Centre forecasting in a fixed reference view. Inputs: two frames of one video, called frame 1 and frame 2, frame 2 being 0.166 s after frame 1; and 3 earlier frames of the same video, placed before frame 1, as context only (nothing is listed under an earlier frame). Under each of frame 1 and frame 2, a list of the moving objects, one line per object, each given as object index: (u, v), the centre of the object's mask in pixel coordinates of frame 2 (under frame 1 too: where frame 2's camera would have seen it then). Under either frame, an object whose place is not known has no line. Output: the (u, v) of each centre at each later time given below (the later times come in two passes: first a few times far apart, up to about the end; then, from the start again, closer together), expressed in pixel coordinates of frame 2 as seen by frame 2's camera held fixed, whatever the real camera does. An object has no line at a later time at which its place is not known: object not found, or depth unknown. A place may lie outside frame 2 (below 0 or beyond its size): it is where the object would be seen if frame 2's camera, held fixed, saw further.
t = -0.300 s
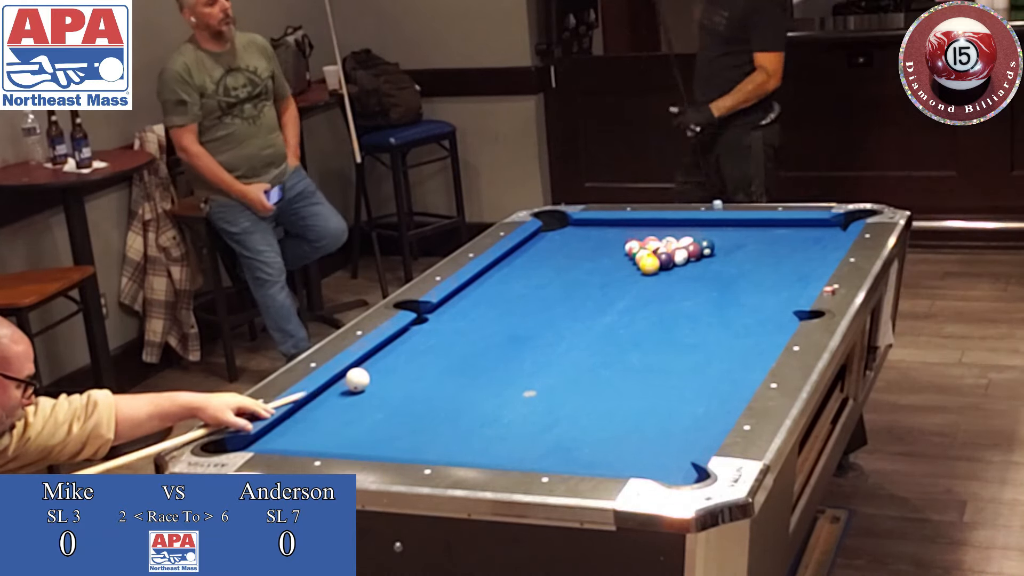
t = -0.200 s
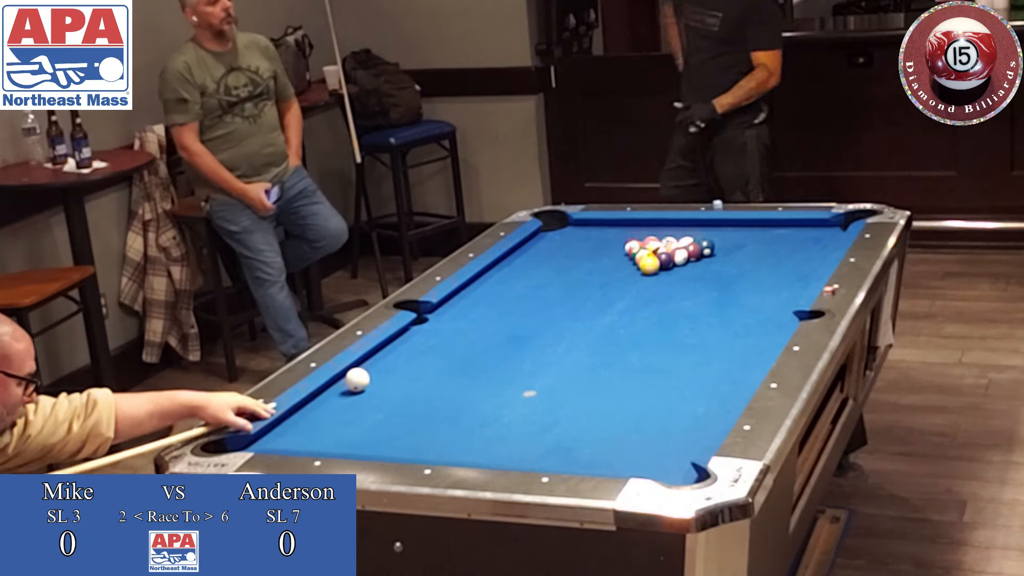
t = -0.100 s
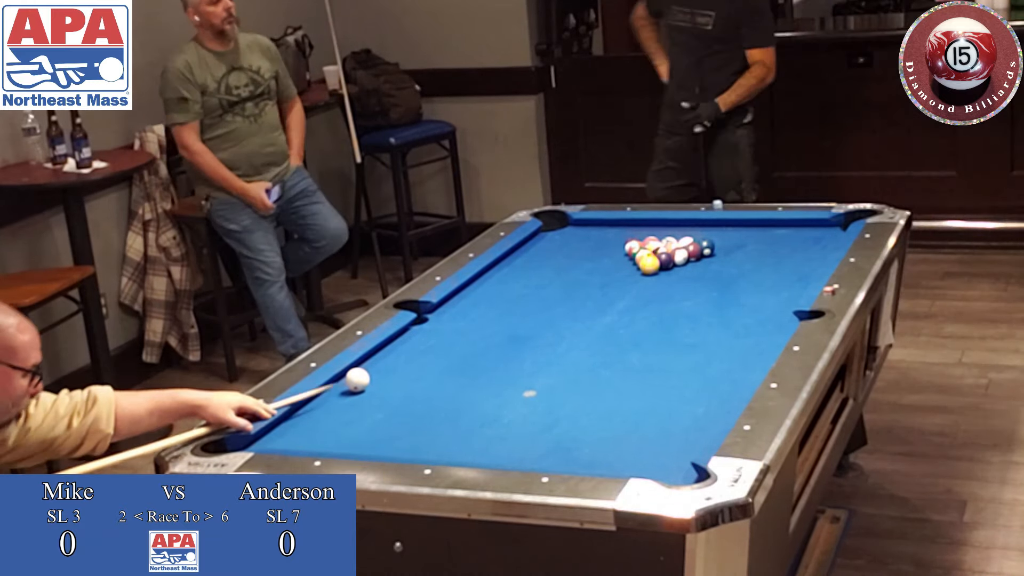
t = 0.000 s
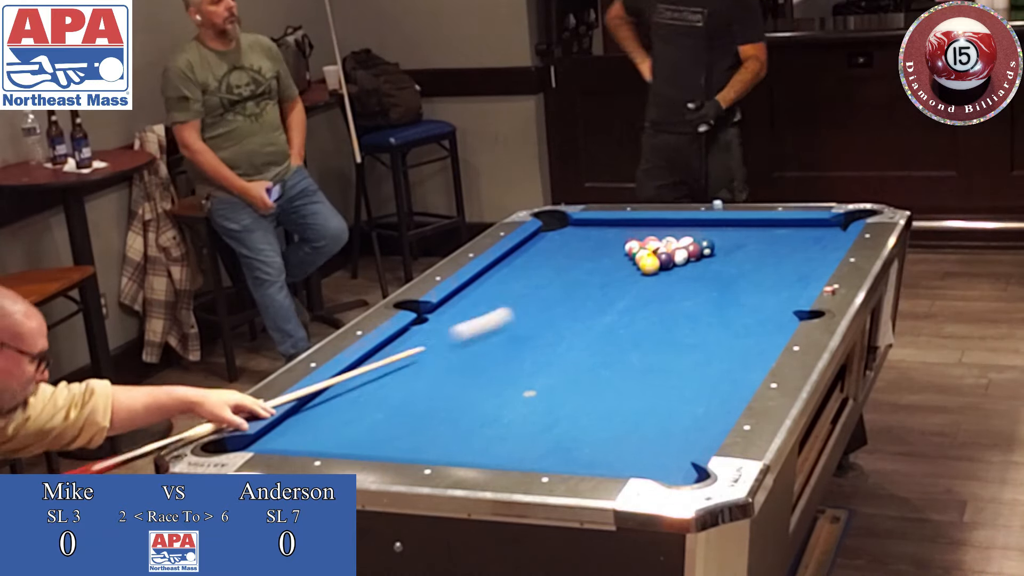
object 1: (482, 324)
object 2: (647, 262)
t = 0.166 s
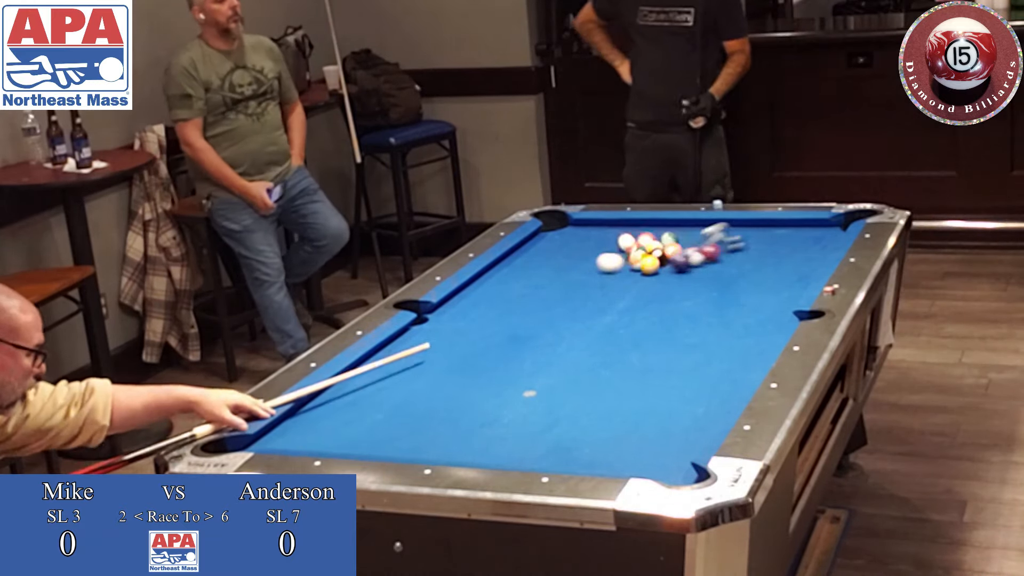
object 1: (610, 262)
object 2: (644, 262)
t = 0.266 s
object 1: (578, 260)
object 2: (636, 263)
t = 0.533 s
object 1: (541, 241)
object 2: (647, 266)
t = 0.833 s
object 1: (547, 230)
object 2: (644, 269)
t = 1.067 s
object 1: (552, 227)
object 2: (642, 271)
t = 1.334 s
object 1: (563, 225)
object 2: (641, 272)
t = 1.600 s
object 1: (570, 223)
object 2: (640, 273)
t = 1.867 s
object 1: (575, 222)
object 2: (640, 273)
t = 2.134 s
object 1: (576, 223)
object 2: (641, 273)
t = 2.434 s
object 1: (575, 223)
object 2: (640, 273)
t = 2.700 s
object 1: (575, 223)
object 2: (640, 273)
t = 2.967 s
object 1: (575, 223)
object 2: (640, 273)
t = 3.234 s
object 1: (575, 223)
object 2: (640, 273)
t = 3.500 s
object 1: (575, 223)
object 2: (640, 273)
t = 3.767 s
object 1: (575, 223)
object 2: (640, 273)
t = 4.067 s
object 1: (575, 223)
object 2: (640, 273)
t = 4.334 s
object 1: (575, 223)
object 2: (640, 273)
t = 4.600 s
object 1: (575, 223)
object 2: (640, 273)
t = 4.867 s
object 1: (575, 223)
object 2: (640, 273)
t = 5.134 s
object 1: (575, 223)
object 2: (640, 273)
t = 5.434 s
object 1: (575, 223)
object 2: (640, 273)
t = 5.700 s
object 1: (575, 223)
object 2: (640, 273)
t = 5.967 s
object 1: (575, 223)
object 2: (640, 273)
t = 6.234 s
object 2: (640, 273)
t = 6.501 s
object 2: (641, 273)
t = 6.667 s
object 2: (640, 273)
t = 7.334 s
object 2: (639, 273)
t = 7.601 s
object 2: (639, 273)
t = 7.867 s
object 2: (639, 273)
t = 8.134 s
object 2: (639, 273)
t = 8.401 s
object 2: (639, 273)
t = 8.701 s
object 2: (639, 273)
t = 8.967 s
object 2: (639, 273)
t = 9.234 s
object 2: (639, 273)
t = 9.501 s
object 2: (639, 273)
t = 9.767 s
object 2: (639, 273)
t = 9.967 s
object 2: (639, 273)
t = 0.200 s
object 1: (598, 262)
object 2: (642, 262)
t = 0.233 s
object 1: (588, 260)
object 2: (640, 263)
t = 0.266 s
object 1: (578, 260)
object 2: (636, 263)
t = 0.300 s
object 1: (570, 258)
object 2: (649, 264)
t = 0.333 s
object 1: (563, 256)
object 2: (649, 264)
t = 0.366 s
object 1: (557, 254)
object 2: (649, 264)
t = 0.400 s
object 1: (553, 252)
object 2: (649, 264)
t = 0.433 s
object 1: (549, 249)
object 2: (648, 265)
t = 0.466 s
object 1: (546, 247)
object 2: (648, 265)
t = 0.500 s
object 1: (544, 244)
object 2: (647, 266)
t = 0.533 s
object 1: (541, 241)
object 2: (647, 266)
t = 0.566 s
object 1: (539, 239)
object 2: (646, 266)
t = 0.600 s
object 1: (537, 236)
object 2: (646, 266)
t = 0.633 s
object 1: (541, 234)
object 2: (646, 267)
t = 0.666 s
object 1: (546, 232)
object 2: (645, 267)
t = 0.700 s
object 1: (551, 231)
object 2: (645, 267)
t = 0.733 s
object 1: (554, 229)
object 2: (645, 268)
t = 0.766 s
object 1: (551, 229)
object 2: (644, 268)
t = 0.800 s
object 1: (549, 230)
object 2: (644, 269)
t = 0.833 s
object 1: (547, 230)
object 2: (644, 269)
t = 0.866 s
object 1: (545, 230)
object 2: (643, 270)
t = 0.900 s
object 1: (546, 229)
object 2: (643, 270)
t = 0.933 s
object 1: (547, 229)
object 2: (643, 270)
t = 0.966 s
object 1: (548, 229)
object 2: (643, 270)
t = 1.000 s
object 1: (550, 228)
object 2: (642, 271)
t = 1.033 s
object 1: (551, 228)
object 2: (642, 271)
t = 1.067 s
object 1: (552, 227)
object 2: (642, 271)
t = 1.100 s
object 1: (554, 227)
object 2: (642, 271)
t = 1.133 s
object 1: (555, 226)
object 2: (642, 272)
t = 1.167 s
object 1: (557, 226)
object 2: (641, 272)
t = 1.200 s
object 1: (558, 226)
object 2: (641, 272)
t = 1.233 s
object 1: (559, 226)
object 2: (641, 272)
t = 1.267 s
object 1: (560, 226)
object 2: (641, 272)
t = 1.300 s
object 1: (561, 225)
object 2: (641, 272)
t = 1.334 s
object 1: (563, 225)
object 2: (641, 272)
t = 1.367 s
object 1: (564, 225)
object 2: (641, 273)
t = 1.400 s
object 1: (565, 225)
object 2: (640, 273)
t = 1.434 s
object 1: (566, 224)
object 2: (640, 273)
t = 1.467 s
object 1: (567, 224)
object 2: (640, 273)
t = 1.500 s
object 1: (568, 224)
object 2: (640, 273)
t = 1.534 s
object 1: (569, 223)
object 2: (640, 273)
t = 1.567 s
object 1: (570, 223)
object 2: (640, 273)
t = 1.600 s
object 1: (570, 223)
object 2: (640, 273)
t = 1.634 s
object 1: (571, 223)
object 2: (640, 273)
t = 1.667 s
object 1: (572, 222)
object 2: (640, 273)
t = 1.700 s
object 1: (573, 222)
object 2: (640, 273)
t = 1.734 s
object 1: (574, 222)
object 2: (639, 273)
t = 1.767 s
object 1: (575, 222)
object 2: (640, 273)
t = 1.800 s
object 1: (575, 222)
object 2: (640, 273)
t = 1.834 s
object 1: (575, 222)
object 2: (640, 273)
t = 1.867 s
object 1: (575, 222)
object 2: (640, 273)
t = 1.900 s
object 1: (576, 222)
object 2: (640, 273)
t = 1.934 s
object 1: (576, 222)
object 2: (640, 273)
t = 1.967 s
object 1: (576, 223)
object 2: (640, 273)
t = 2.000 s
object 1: (576, 223)
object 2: (640, 273)
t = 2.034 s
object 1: (576, 223)
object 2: (640, 273)
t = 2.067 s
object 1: (576, 223)
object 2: (640, 273)
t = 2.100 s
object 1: (576, 223)
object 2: (641, 273)
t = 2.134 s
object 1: (576, 223)
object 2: (641, 273)
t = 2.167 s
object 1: (576, 223)
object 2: (640, 273)
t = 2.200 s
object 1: (576, 223)
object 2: (640, 273)
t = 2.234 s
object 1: (576, 223)
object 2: (640, 273)
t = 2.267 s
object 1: (576, 223)
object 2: (640, 273)
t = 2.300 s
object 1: (576, 223)
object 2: (640, 273)
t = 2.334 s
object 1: (576, 223)
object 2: (640, 273)
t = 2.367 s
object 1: (576, 223)
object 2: (640, 273)
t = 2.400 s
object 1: (576, 223)
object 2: (640, 273)
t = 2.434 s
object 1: (575, 223)
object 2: (640, 273)
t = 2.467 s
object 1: (575, 223)
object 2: (640, 273)
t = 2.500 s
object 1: (575, 223)
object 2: (640, 273)
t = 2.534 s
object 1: (575, 223)
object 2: (640, 273)
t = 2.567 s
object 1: (576, 223)
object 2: (640, 273)
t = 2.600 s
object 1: (575, 223)
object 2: (640, 273)
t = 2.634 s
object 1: (575, 223)
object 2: (640, 273)
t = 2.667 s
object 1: (575, 223)
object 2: (640, 273)
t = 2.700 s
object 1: (575, 223)
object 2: (640, 273)
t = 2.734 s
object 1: (575, 223)
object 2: (640, 273)
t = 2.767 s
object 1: (575, 223)
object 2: (640, 273)
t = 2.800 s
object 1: (576, 223)
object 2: (640, 273)
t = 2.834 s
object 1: (575, 223)
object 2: (640, 273)
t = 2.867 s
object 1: (575, 223)
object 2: (640, 273)
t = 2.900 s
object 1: (575, 223)
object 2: (640, 273)
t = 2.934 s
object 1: (576, 223)
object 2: (640, 273)
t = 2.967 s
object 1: (575, 223)
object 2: (640, 273)
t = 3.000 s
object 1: (575, 223)
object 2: (640, 273)
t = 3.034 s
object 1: (575, 223)
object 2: (640, 273)
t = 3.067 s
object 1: (575, 223)
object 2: (640, 273)
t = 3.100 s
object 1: (575, 223)
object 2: (640, 273)
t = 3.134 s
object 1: (575, 223)
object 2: (640, 273)
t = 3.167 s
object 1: (575, 223)
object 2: (640, 273)
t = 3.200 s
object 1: (575, 223)
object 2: (640, 273)
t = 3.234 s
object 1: (575, 223)
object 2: (640, 273)
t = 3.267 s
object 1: (575, 223)
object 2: (640, 273)
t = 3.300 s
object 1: (575, 223)
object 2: (640, 273)
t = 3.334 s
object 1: (575, 223)
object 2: (640, 273)
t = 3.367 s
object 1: (575, 223)
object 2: (640, 273)
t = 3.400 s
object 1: (575, 223)
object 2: (640, 273)
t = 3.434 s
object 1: (575, 223)
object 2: (640, 273)
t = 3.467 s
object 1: (575, 223)
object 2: (640, 273)
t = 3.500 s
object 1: (575, 223)
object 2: (640, 273)
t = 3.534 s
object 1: (575, 223)
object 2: (640, 273)
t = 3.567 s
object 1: (575, 223)
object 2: (640, 273)
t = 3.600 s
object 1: (575, 223)
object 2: (640, 273)
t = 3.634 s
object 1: (575, 223)
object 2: (640, 273)
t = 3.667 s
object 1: (575, 223)
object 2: (640, 273)
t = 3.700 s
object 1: (575, 223)
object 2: (640, 273)
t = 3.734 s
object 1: (575, 223)
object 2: (640, 273)
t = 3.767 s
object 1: (575, 223)
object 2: (640, 273)
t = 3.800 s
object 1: (575, 223)
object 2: (640, 273)
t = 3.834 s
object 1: (575, 223)
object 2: (640, 273)
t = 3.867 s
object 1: (575, 223)
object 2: (640, 273)
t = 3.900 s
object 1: (575, 223)
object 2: (640, 273)
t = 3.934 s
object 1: (575, 223)
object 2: (640, 273)
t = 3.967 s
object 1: (575, 223)
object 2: (640, 273)
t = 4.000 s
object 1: (575, 223)
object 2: (640, 273)
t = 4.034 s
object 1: (575, 223)
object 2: (640, 273)
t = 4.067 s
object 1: (575, 223)
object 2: (640, 273)
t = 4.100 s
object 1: (575, 223)
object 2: (640, 273)
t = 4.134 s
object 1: (575, 223)
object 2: (640, 273)
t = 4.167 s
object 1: (575, 223)
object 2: (640, 273)
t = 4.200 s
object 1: (575, 223)
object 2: (640, 273)
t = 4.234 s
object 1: (575, 223)
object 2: (640, 273)
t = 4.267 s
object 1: (575, 223)
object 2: (640, 273)
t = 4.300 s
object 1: (575, 223)
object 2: (640, 273)
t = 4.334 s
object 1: (575, 223)
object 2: (640, 273)
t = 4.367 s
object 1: (575, 223)
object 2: (640, 273)
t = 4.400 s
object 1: (575, 223)
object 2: (640, 273)
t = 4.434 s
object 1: (575, 223)
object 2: (640, 273)
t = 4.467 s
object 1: (575, 223)
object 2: (640, 273)
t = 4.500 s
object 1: (575, 223)
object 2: (640, 273)
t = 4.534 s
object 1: (575, 223)
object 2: (640, 273)
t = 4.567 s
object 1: (575, 223)
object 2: (640, 273)
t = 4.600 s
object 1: (575, 223)
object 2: (640, 273)
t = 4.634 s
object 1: (575, 223)
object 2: (640, 273)
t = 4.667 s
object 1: (575, 223)
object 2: (640, 273)
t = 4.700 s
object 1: (575, 223)
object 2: (640, 273)
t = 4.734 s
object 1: (575, 223)
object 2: (640, 273)
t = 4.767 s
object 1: (575, 223)
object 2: (640, 273)
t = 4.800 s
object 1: (575, 223)
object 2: (640, 273)
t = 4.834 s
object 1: (575, 223)
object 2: (640, 273)
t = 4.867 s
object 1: (575, 223)
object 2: (640, 273)
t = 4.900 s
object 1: (575, 223)
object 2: (640, 273)
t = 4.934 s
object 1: (575, 223)
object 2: (640, 273)
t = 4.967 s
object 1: (575, 223)
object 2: (640, 273)
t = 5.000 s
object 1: (575, 223)
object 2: (640, 273)
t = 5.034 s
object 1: (575, 223)
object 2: (640, 273)
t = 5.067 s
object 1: (575, 223)
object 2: (640, 273)
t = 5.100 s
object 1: (575, 223)
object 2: (640, 273)
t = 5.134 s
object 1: (575, 223)
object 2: (640, 273)
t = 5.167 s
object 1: (575, 223)
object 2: (640, 273)
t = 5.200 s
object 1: (575, 223)
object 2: (640, 273)
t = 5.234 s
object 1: (575, 223)
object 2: (640, 273)
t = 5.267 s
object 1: (575, 223)
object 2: (640, 273)
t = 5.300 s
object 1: (575, 223)
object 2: (640, 273)
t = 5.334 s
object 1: (575, 223)
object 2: (640, 273)
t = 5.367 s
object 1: (575, 223)
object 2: (640, 273)
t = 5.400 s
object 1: (575, 223)
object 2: (640, 273)
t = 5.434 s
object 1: (575, 223)
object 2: (640, 273)
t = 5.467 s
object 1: (575, 223)
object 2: (640, 273)
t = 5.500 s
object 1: (575, 223)
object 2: (640, 273)
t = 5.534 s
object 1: (575, 223)
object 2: (640, 273)
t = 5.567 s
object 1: (575, 223)
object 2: (640, 273)
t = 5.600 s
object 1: (575, 223)
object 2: (640, 273)
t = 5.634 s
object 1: (575, 223)
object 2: (640, 273)
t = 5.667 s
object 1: (575, 223)
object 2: (640, 273)
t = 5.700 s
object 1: (575, 223)
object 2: (640, 273)
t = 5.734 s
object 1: (575, 223)
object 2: (640, 273)
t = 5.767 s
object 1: (575, 223)
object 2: (640, 273)
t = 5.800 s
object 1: (575, 223)
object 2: (640, 273)
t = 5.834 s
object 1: (575, 223)
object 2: (640, 273)
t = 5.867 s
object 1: (575, 223)
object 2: (640, 273)
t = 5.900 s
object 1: (575, 223)
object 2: (640, 273)
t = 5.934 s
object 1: (575, 223)
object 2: (640, 273)
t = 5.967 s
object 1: (575, 223)
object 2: (640, 273)
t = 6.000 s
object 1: (575, 223)
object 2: (640, 273)
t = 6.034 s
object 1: (576, 223)
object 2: (640, 273)
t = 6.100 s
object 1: (575, 224)
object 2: (640, 273)
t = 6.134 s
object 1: (576, 223)
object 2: (640, 273)
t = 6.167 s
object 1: (576, 223)
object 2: (640, 273)
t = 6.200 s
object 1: (576, 223)
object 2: (640, 273)
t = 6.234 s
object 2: (640, 273)
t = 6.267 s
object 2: (640, 273)
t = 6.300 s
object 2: (640, 273)
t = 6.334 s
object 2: (641, 273)
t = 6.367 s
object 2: (641, 273)
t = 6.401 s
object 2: (641, 273)
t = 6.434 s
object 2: (641, 273)
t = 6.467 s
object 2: (641, 273)
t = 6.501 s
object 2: (641, 273)
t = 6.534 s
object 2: (641, 273)
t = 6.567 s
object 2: (641, 273)
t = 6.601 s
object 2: (640, 274)
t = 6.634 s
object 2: (639, 273)
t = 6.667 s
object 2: (640, 273)
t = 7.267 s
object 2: (639, 273)
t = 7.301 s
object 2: (639, 273)
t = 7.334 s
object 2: (639, 273)
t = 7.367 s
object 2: (639, 273)
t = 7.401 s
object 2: (639, 273)
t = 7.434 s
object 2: (639, 273)
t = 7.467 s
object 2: (639, 273)
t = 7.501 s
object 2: (639, 273)
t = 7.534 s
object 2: (639, 273)
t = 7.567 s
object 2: (639, 273)
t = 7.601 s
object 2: (639, 273)
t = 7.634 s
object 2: (639, 273)
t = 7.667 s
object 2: (639, 273)
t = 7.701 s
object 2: (639, 273)
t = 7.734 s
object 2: (639, 273)
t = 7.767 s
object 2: (639, 273)
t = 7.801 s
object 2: (639, 273)
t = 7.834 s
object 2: (639, 273)
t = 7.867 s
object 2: (639, 273)
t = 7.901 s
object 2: (639, 273)
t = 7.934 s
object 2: (639, 273)
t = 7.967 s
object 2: (639, 273)
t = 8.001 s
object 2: (639, 273)
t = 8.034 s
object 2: (639, 273)
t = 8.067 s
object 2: (639, 273)
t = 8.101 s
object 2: (639, 273)
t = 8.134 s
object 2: (639, 273)
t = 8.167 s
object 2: (639, 273)
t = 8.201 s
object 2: (639, 273)
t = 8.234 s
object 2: (639, 273)
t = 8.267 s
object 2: (639, 273)
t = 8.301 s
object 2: (639, 273)
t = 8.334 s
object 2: (639, 273)
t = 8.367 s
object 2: (639, 273)
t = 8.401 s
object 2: (639, 273)
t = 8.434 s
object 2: (639, 273)
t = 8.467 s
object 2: (639, 273)
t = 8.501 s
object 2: (639, 273)
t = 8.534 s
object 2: (639, 273)
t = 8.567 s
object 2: (639, 273)
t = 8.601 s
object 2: (639, 273)
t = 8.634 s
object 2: (639, 273)
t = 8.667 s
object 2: (639, 273)
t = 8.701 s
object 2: (639, 273)
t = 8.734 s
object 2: (639, 273)
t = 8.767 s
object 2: (639, 273)
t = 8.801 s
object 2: (639, 273)
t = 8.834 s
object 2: (639, 273)
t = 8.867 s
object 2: (639, 273)
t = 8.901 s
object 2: (639, 273)
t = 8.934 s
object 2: (639, 273)
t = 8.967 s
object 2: (639, 273)
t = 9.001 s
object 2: (639, 273)
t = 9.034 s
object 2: (639, 273)
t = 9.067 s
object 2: (639, 273)
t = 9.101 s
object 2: (639, 273)
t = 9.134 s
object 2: (639, 273)
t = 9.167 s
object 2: (639, 273)
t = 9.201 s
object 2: (639, 273)
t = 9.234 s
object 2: (639, 273)
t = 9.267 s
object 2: (639, 273)
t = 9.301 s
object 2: (639, 273)
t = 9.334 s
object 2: (639, 273)
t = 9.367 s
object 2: (639, 273)
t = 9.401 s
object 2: (639, 273)
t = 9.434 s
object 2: (639, 273)
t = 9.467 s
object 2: (639, 273)
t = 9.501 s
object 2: (639, 273)
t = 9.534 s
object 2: (639, 273)
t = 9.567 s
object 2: (639, 273)
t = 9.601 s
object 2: (639, 273)
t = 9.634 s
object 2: (639, 273)
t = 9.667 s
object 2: (639, 273)
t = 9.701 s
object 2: (639, 273)
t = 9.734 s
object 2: (639, 273)
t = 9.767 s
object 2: (639, 273)
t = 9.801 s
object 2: (639, 273)
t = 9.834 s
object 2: (639, 273)
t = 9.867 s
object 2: (639, 273)
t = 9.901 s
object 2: (639, 273)
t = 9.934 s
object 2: (639, 273)
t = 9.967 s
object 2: (639, 273)
